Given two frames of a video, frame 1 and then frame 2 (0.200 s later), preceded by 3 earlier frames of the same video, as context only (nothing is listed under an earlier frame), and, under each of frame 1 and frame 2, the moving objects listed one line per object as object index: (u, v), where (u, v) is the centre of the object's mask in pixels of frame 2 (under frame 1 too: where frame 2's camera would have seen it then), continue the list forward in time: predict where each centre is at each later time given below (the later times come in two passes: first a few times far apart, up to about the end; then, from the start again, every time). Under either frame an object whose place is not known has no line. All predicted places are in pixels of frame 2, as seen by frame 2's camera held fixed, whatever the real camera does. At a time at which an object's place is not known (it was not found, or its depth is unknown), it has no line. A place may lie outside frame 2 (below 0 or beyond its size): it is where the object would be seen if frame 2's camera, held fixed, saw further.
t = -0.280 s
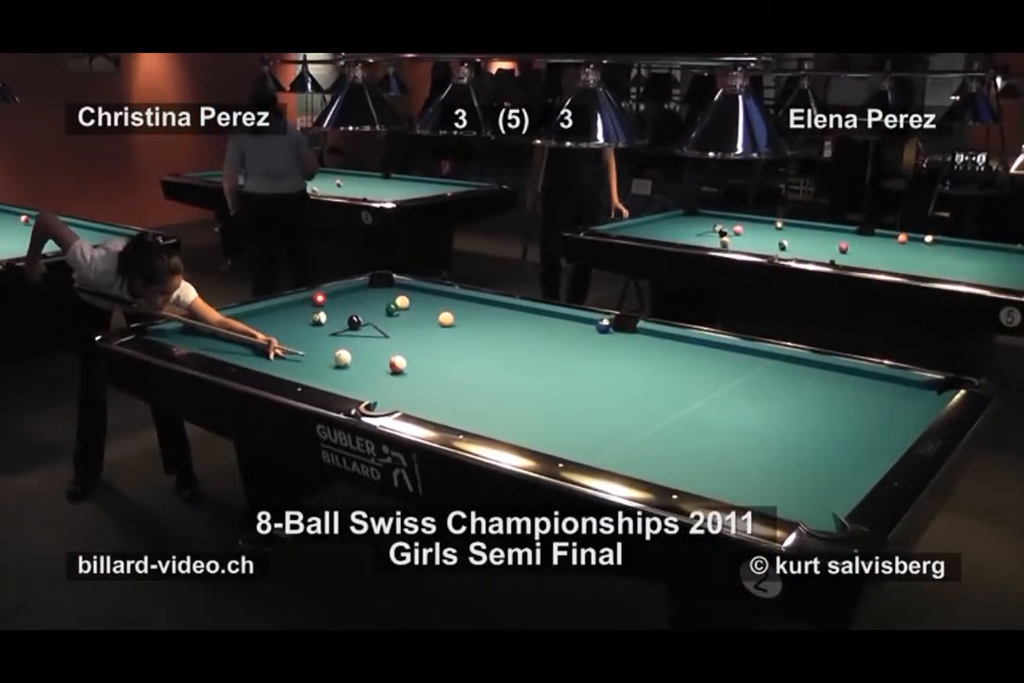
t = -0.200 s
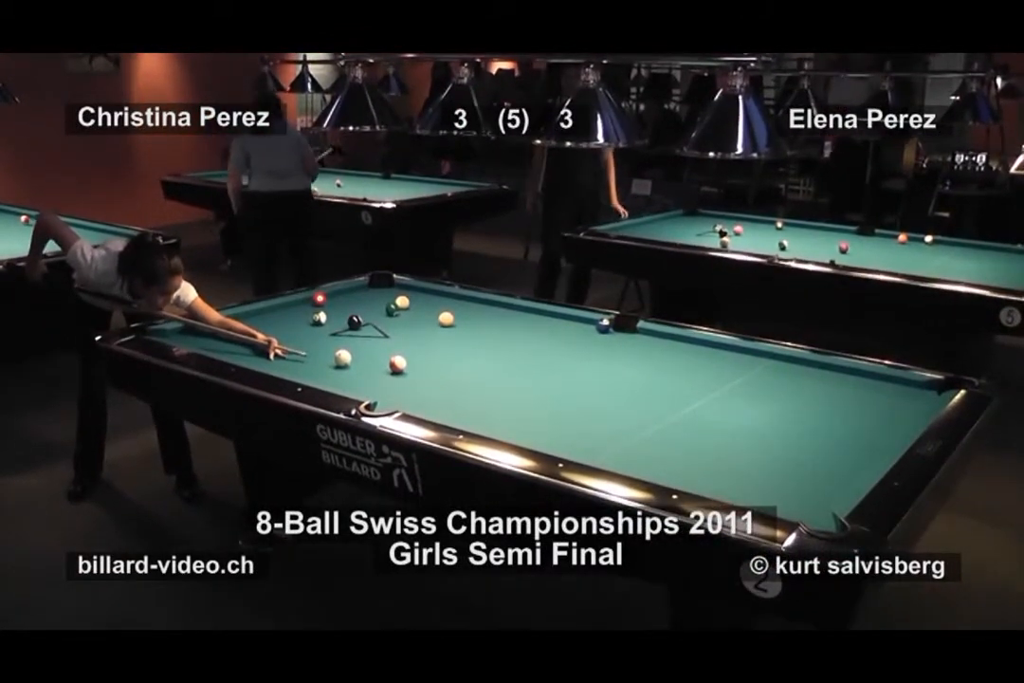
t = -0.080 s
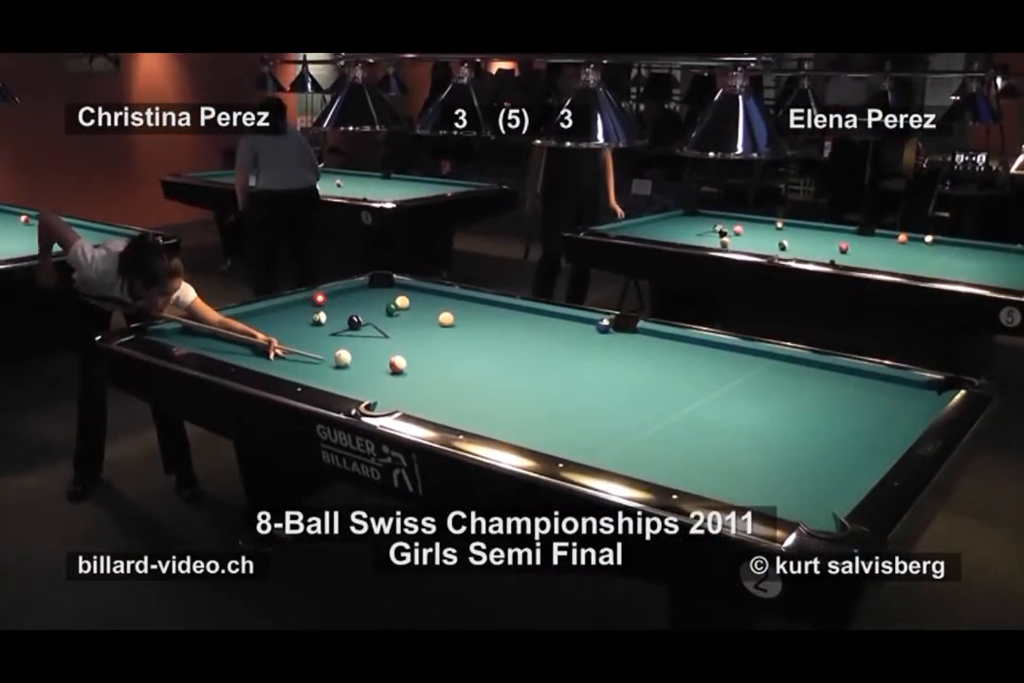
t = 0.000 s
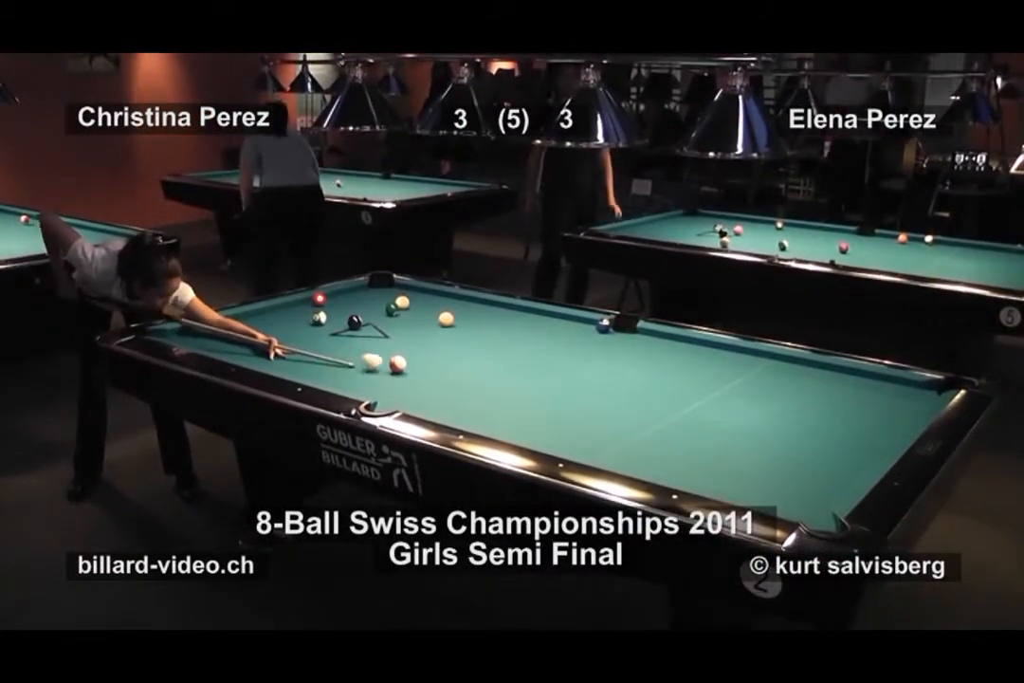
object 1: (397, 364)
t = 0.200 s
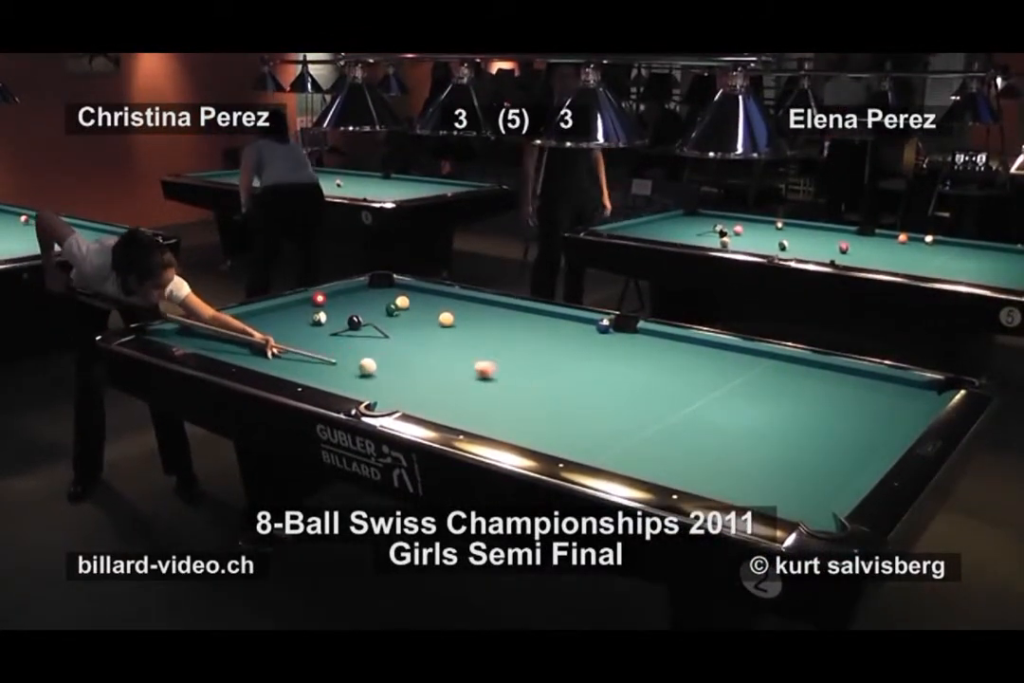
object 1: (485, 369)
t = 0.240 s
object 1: (502, 370)
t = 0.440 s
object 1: (584, 376)
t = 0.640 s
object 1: (664, 381)
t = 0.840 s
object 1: (746, 385)
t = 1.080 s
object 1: (841, 391)
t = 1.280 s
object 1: (919, 396)
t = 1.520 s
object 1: (892, 382)
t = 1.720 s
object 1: (864, 375)
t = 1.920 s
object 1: (834, 372)
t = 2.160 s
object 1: (799, 369)
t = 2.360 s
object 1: (773, 366)
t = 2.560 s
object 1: (746, 364)
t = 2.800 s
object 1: (717, 361)
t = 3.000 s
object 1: (693, 358)
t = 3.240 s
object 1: (666, 356)
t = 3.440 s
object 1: (645, 354)
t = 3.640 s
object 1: (625, 352)
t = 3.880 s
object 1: (602, 350)
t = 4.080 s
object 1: (585, 349)
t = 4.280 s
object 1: (568, 347)
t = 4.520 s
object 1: (549, 345)
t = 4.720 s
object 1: (534, 343)
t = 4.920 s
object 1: (520, 342)
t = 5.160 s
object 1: (505, 340)
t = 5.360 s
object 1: (494, 339)
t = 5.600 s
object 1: (482, 338)
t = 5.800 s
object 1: (472, 337)
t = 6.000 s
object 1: (464, 336)
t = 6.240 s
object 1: (455, 336)
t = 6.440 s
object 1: (448, 335)
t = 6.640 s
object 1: (441, 335)
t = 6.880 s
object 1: (435, 335)
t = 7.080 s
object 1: (431, 334)
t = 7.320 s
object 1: (428, 334)
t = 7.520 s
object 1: (426, 334)
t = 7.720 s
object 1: (426, 333)
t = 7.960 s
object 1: (425, 333)
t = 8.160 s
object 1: (425, 333)
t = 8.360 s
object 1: (425, 333)
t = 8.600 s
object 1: (425, 333)
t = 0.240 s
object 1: (502, 370)
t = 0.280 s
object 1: (517, 372)
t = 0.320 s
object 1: (535, 373)
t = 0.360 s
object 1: (550, 374)
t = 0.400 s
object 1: (566, 375)
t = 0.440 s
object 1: (584, 376)
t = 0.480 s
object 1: (599, 377)
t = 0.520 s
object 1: (616, 378)
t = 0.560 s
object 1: (632, 379)
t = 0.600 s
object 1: (648, 380)
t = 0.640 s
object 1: (664, 381)
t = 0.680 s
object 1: (679, 381)
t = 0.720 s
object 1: (697, 382)
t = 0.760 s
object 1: (713, 383)
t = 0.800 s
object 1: (729, 384)
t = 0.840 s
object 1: (746, 385)
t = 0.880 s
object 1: (762, 386)
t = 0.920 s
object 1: (778, 387)
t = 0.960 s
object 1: (793, 388)
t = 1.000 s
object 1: (809, 389)
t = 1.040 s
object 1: (825, 390)
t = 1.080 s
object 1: (841, 391)
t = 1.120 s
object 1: (857, 392)
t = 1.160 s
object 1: (872, 393)
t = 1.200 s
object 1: (888, 394)
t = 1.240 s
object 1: (903, 395)
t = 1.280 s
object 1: (919, 396)
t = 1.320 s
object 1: (927, 395)
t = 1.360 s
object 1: (918, 392)
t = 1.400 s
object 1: (910, 390)
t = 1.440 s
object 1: (903, 387)
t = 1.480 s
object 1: (897, 385)
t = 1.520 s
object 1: (892, 382)
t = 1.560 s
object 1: (886, 380)
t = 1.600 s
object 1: (882, 378)
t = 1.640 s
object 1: (877, 376)
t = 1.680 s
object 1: (870, 375)
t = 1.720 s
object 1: (864, 375)
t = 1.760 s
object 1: (858, 374)
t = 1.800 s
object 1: (852, 373)
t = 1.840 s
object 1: (847, 373)
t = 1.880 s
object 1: (840, 372)
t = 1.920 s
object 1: (834, 372)
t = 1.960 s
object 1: (829, 372)
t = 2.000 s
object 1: (823, 371)
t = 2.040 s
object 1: (817, 371)
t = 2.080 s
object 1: (812, 370)
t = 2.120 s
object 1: (806, 369)
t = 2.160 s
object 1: (799, 369)
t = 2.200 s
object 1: (795, 368)
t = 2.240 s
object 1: (789, 368)
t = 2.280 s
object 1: (783, 367)
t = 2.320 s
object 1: (778, 367)
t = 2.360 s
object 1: (773, 366)
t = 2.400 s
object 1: (767, 366)
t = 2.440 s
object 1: (762, 365)
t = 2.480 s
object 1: (758, 365)
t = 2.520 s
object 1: (752, 364)
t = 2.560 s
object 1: (746, 364)
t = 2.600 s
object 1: (742, 364)
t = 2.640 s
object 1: (737, 363)
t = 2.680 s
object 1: (731, 363)
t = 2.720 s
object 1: (727, 362)
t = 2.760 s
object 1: (722, 361)
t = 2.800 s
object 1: (717, 361)
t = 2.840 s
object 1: (712, 360)
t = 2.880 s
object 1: (707, 360)
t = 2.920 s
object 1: (703, 359)
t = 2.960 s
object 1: (698, 359)
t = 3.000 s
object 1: (693, 358)
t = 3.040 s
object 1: (689, 358)
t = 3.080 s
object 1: (685, 358)
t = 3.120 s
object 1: (680, 357)
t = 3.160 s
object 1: (675, 357)
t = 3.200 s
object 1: (670, 356)
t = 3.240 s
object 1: (666, 356)
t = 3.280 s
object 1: (662, 355)
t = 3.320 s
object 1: (657, 355)
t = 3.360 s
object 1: (653, 355)
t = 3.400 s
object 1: (649, 354)
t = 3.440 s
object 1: (645, 354)
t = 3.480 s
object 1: (641, 354)
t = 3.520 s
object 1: (637, 353)
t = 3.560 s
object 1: (633, 353)
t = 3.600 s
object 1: (629, 353)
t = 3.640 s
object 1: (625, 352)
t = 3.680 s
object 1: (621, 351)
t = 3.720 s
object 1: (616, 351)
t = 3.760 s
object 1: (613, 351)
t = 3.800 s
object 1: (609, 351)
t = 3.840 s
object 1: (606, 350)
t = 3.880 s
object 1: (602, 350)
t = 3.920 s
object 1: (598, 349)
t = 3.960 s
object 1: (594, 349)
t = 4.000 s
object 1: (591, 349)
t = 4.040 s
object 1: (588, 349)
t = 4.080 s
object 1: (585, 349)
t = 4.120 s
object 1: (581, 348)
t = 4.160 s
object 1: (577, 348)
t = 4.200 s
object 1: (574, 347)
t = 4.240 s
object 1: (571, 347)
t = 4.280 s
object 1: (568, 347)
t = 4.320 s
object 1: (565, 346)
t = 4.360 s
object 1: (561, 346)
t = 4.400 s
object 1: (559, 345)
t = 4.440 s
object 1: (555, 345)
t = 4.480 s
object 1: (551, 345)
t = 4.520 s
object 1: (549, 345)
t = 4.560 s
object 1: (546, 344)
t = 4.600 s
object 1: (543, 344)
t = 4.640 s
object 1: (540, 344)
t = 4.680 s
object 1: (537, 343)
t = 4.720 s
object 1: (534, 343)
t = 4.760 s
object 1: (531, 343)
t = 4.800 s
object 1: (528, 343)
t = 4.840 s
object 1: (526, 342)
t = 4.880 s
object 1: (523, 342)
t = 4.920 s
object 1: (520, 342)
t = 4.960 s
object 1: (518, 341)
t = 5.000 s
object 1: (515, 341)
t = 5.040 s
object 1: (513, 341)
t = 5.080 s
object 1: (510, 341)
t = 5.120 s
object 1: (508, 340)
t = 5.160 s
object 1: (505, 340)
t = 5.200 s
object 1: (503, 340)
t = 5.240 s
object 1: (501, 340)
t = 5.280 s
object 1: (499, 340)
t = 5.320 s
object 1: (496, 339)
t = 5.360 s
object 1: (494, 339)
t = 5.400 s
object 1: (492, 339)
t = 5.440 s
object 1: (489, 339)
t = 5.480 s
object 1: (487, 338)
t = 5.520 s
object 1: (485, 338)
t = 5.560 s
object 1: (483, 338)
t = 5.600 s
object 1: (482, 338)
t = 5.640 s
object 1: (480, 338)
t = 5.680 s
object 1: (477, 338)
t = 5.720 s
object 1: (476, 337)
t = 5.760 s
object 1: (474, 337)
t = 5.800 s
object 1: (472, 337)
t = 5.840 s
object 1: (470, 337)
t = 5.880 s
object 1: (469, 337)
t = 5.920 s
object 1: (467, 336)
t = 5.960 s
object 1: (465, 336)
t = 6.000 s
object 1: (464, 336)
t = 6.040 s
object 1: (462, 336)
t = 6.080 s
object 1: (460, 336)
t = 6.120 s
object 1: (459, 336)
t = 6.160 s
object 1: (458, 336)
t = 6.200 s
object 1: (456, 336)
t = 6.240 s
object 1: (455, 336)
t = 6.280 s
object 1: (454, 336)
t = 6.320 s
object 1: (452, 336)
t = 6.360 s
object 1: (451, 336)
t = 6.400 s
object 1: (449, 336)
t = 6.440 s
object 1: (448, 335)
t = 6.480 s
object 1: (447, 335)
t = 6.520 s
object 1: (445, 335)
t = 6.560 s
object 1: (444, 335)
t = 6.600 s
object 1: (443, 335)
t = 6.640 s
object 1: (441, 335)
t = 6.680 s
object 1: (440, 335)
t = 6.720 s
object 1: (439, 335)
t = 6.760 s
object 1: (438, 335)
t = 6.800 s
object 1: (437, 335)
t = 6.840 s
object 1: (436, 335)
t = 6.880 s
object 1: (435, 335)
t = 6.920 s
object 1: (434, 335)
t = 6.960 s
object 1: (433, 335)
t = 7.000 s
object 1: (433, 335)
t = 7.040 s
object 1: (432, 335)
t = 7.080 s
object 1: (431, 334)
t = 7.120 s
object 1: (431, 334)
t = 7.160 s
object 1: (430, 334)
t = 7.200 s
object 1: (430, 334)
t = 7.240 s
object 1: (429, 334)
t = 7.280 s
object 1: (429, 334)
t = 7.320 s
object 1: (428, 334)
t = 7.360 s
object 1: (428, 334)
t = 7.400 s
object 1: (427, 334)
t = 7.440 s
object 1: (427, 334)
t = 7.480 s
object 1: (427, 333)
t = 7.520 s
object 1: (426, 334)
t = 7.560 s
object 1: (426, 333)
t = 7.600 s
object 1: (426, 333)
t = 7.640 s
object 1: (426, 333)
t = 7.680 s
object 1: (426, 333)
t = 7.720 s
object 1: (426, 333)
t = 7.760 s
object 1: (425, 333)
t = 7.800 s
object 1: (425, 333)
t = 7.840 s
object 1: (425, 333)
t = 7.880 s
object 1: (425, 333)
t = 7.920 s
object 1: (425, 333)
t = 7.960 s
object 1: (425, 333)
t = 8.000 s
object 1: (425, 333)
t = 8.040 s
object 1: (425, 333)
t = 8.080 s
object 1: (425, 333)
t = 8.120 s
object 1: (425, 333)
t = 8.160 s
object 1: (425, 333)
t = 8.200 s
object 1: (425, 333)
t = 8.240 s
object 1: (425, 333)
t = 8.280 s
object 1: (425, 333)
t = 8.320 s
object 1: (425, 333)
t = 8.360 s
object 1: (425, 333)
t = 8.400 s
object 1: (425, 333)
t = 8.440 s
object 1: (425, 333)
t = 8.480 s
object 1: (425, 333)
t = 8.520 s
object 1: (425, 333)
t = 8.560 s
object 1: (425, 333)
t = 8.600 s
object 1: (425, 333)
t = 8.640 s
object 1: (425, 333)
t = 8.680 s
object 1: (426, 333)
